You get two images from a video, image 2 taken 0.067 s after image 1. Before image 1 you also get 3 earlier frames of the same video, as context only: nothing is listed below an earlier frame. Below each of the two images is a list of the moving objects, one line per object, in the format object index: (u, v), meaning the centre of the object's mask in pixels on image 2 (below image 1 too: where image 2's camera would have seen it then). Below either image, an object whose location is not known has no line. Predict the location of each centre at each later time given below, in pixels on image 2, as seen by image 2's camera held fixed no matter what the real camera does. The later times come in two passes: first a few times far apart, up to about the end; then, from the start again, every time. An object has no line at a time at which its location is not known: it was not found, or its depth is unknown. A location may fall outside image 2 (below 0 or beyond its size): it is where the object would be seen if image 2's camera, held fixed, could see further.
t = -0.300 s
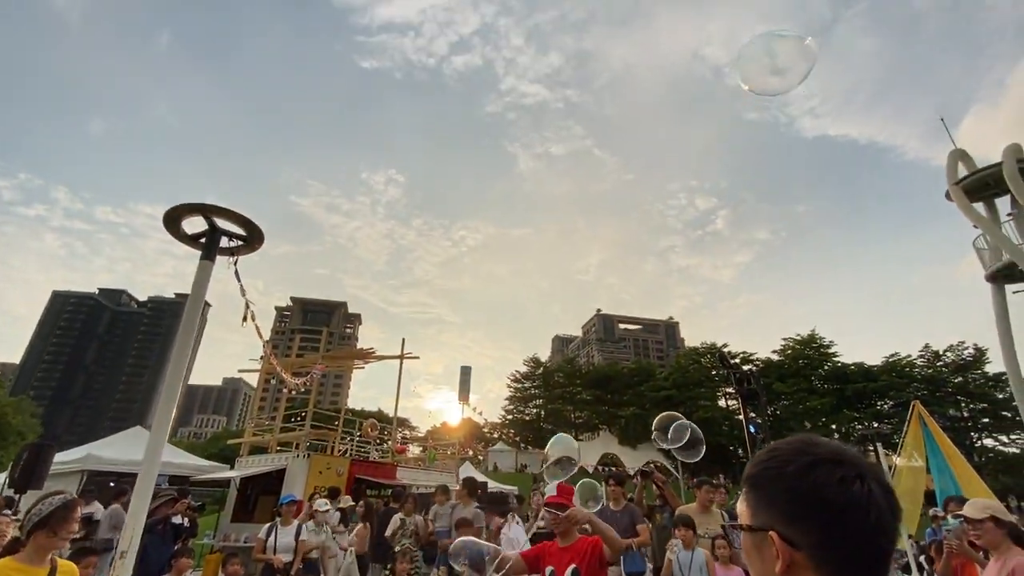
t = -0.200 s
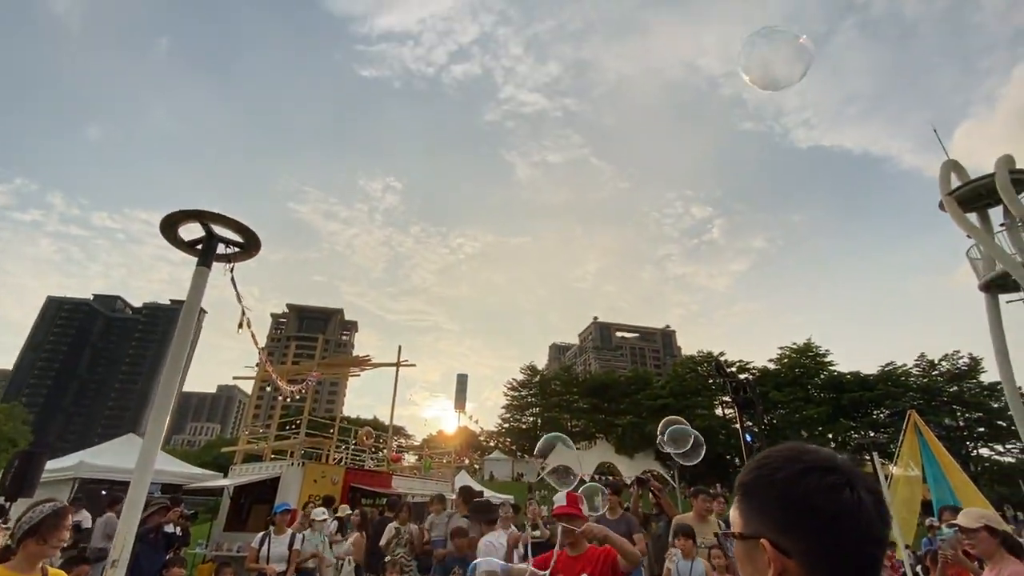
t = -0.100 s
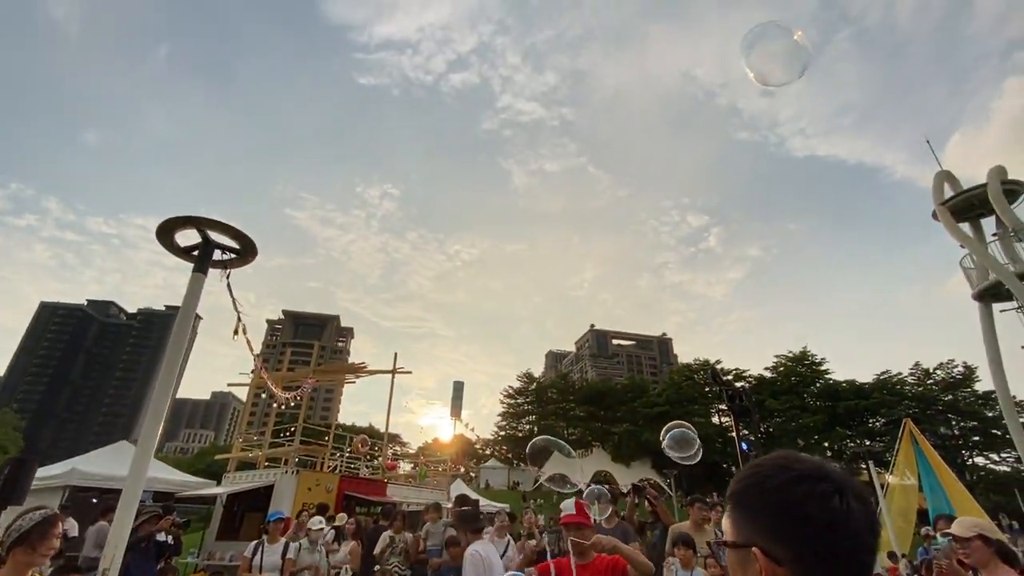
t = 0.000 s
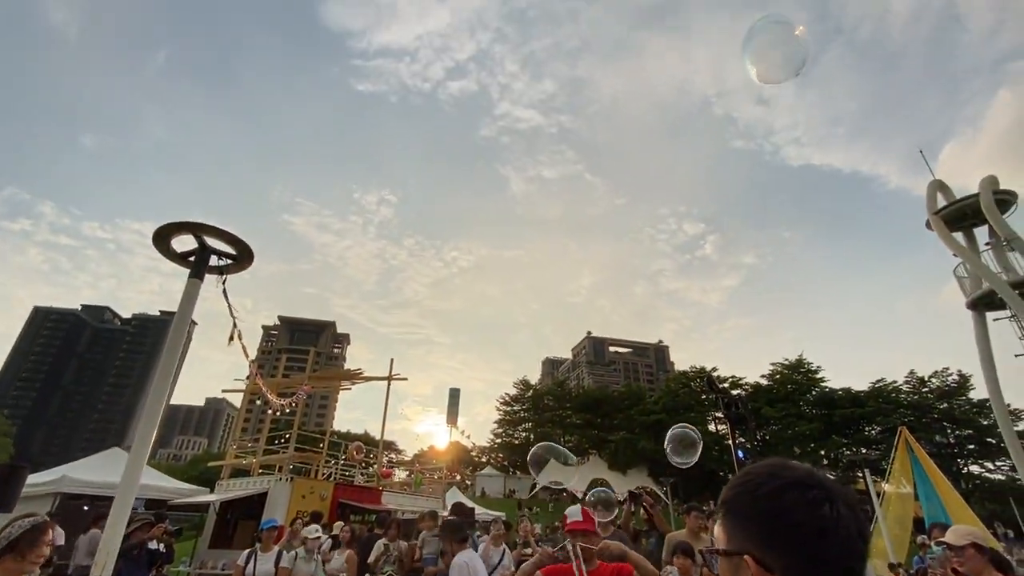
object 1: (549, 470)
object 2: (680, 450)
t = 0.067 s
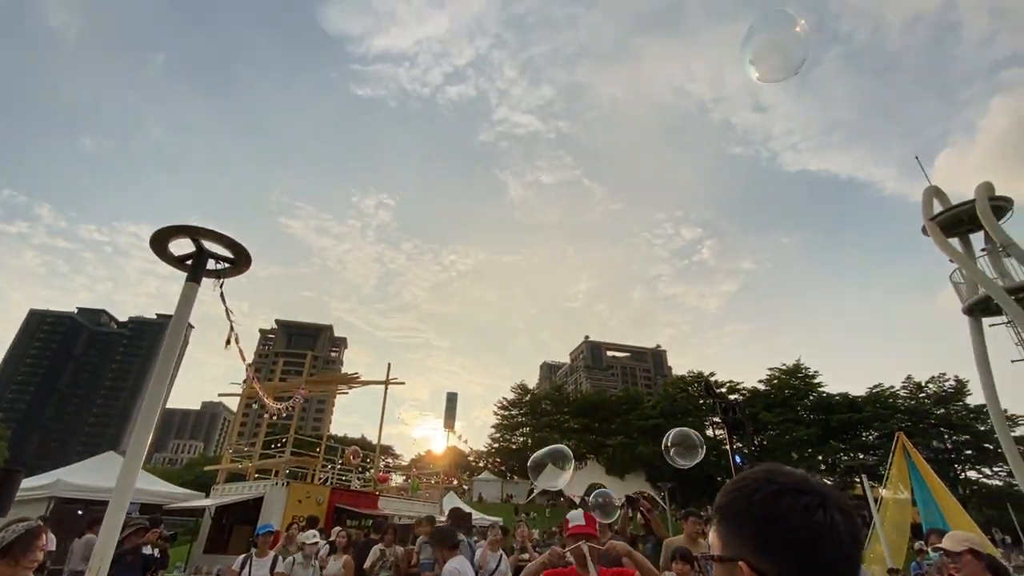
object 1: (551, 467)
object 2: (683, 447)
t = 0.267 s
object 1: (558, 451)
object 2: (701, 440)
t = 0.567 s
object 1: (573, 435)
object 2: (719, 426)
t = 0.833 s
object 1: (591, 417)
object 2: (735, 408)
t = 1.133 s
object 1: (618, 397)
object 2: (759, 382)
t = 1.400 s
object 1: (647, 372)
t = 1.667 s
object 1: (681, 346)
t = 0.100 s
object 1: (552, 465)
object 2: (685, 445)
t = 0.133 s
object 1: (552, 463)
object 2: (691, 445)
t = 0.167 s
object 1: (554, 461)
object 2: (693, 443)
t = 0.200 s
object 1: (555, 458)
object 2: (696, 442)
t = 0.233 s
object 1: (557, 457)
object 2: (699, 441)
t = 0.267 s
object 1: (558, 451)
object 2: (701, 440)
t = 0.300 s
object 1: (558, 447)
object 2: (703, 439)
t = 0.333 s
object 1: (560, 447)
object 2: (705, 437)
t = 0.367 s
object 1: (562, 447)
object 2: (707, 436)
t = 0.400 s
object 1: (564, 445)
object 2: (709, 434)
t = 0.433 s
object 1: (566, 444)
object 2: (711, 432)
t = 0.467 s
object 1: (568, 442)
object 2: (713, 431)
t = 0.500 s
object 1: (569, 440)
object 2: (715, 429)
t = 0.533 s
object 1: (571, 438)
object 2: (717, 427)
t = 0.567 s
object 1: (573, 435)
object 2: (719, 426)
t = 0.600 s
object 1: (575, 433)
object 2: (721, 424)
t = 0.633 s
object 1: (577, 431)
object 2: (723, 422)
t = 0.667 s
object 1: (579, 429)
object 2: (724, 420)
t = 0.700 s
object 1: (582, 427)
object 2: (726, 418)
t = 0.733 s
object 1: (584, 425)
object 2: (728, 416)
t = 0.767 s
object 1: (586, 422)
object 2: (730, 413)
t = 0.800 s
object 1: (589, 420)
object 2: (733, 411)
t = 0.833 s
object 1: (591, 417)
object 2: (735, 408)
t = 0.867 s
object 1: (594, 415)
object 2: (737, 406)
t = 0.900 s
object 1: (597, 413)
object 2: (739, 403)
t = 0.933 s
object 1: (600, 411)
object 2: (742, 401)
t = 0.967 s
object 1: (602, 408)
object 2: (745, 398)
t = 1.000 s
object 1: (605, 406)
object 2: (747, 395)
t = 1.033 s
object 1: (608, 403)
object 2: (750, 392)
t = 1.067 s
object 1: (611, 400)
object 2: (753, 389)
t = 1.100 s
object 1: (615, 399)
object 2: (756, 385)
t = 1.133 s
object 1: (618, 397)
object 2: (759, 382)
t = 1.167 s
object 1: (622, 394)
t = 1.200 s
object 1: (625, 391)
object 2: (765, 375)
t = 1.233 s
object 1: (629, 388)
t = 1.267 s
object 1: (632, 385)
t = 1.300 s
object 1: (636, 383)
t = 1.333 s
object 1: (640, 380)
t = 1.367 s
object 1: (644, 376)
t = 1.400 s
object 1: (647, 372)
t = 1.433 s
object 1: (651, 369)
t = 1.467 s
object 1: (655, 365)
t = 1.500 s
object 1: (660, 362)
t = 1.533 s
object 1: (664, 359)
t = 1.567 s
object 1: (668, 357)
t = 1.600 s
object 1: (673, 354)
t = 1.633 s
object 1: (677, 350)
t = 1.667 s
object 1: (681, 346)
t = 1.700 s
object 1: (687, 342)
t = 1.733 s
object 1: (692, 340)
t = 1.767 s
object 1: (696, 337)
